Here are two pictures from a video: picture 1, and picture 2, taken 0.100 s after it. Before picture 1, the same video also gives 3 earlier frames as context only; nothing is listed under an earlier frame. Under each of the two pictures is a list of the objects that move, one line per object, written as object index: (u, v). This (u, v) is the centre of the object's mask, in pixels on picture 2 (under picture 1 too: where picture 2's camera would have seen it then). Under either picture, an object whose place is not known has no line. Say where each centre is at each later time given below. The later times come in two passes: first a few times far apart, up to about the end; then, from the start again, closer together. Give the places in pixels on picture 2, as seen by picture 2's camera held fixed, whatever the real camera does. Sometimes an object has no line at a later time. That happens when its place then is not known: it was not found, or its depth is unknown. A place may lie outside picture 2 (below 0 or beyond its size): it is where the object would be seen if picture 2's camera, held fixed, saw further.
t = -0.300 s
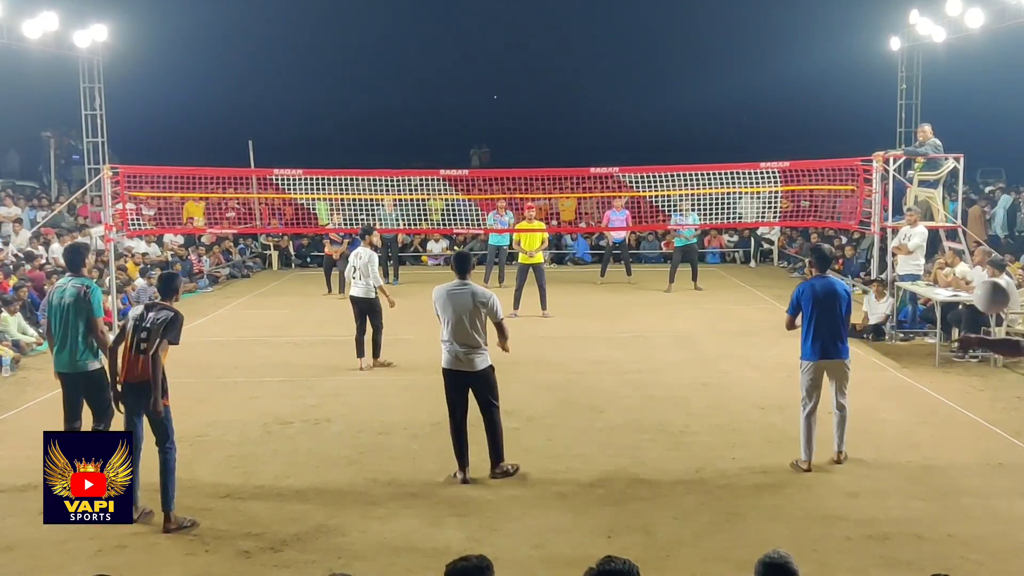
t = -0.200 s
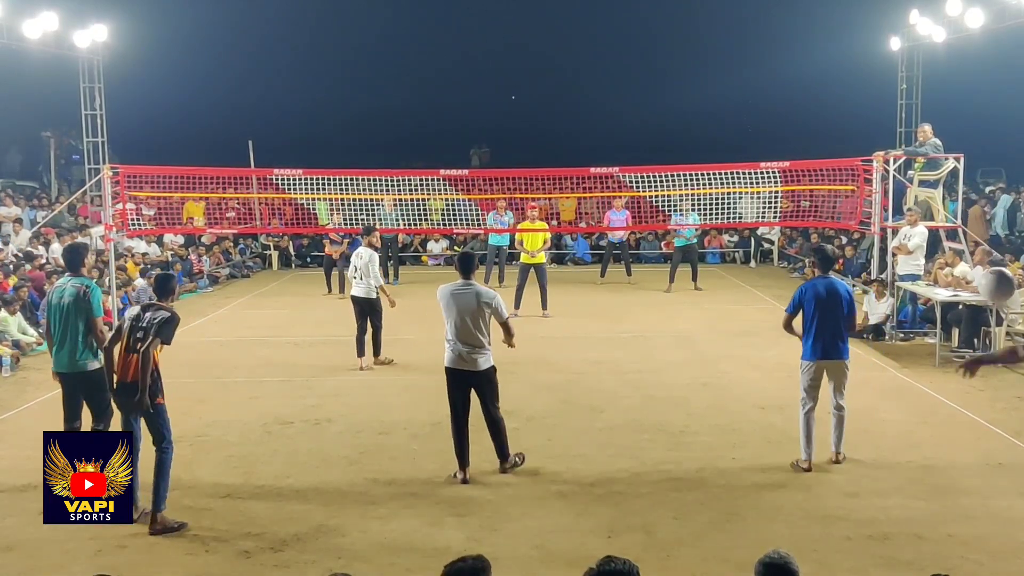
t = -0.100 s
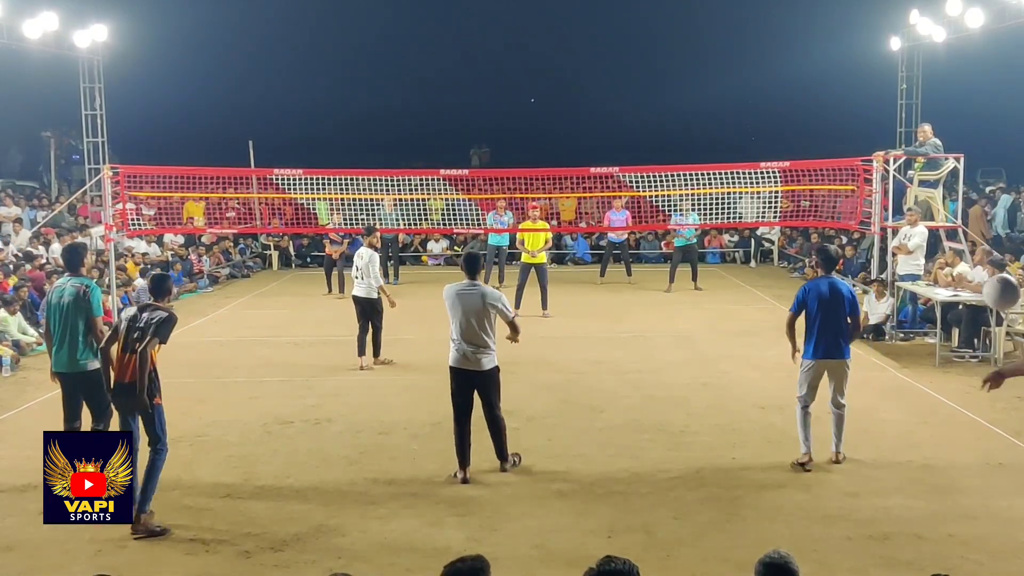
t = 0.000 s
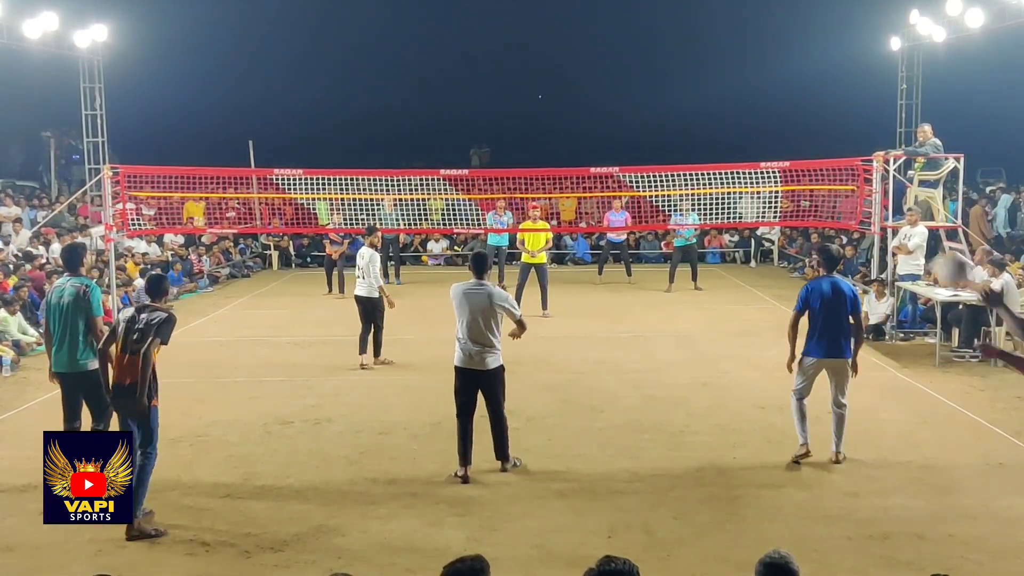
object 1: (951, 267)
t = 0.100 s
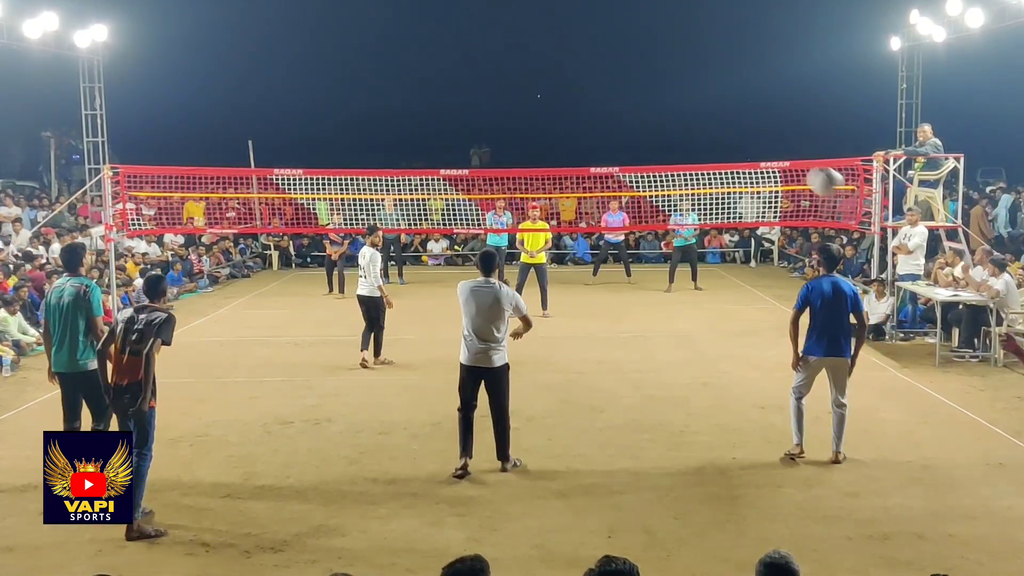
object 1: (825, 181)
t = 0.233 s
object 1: (708, 117)
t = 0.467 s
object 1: (586, 82)
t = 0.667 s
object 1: (521, 94)
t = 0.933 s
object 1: (458, 142)
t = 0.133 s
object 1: (791, 160)
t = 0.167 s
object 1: (761, 143)
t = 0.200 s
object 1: (732, 128)
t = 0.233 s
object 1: (708, 117)
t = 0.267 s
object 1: (685, 107)
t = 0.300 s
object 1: (665, 99)
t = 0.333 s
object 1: (646, 93)
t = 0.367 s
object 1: (629, 89)
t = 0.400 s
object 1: (613, 86)
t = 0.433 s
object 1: (599, 84)
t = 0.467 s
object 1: (586, 82)
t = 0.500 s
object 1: (573, 83)
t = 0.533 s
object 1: (561, 83)
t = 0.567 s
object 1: (550, 85)
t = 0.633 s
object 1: (530, 90)
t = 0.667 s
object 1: (521, 94)
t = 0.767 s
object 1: (495, 109)
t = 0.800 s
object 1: (487, 114)
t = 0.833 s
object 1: (479, 121)
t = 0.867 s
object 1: (472, 128)
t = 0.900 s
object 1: (465, 135)
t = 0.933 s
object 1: (458, 142)
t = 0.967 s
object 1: (452, 150)
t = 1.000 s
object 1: (446, 158)
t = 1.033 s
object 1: (440, 165)
